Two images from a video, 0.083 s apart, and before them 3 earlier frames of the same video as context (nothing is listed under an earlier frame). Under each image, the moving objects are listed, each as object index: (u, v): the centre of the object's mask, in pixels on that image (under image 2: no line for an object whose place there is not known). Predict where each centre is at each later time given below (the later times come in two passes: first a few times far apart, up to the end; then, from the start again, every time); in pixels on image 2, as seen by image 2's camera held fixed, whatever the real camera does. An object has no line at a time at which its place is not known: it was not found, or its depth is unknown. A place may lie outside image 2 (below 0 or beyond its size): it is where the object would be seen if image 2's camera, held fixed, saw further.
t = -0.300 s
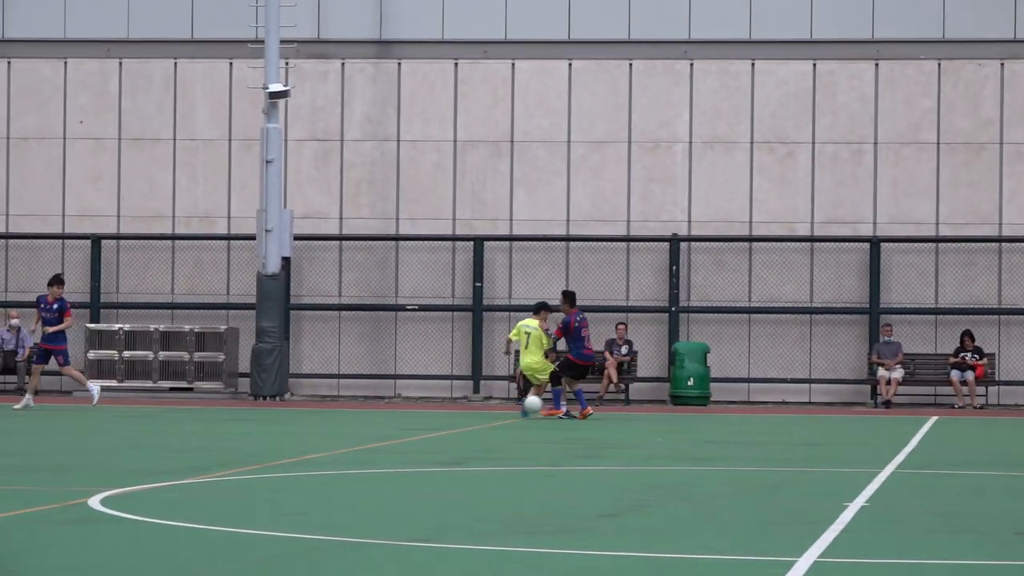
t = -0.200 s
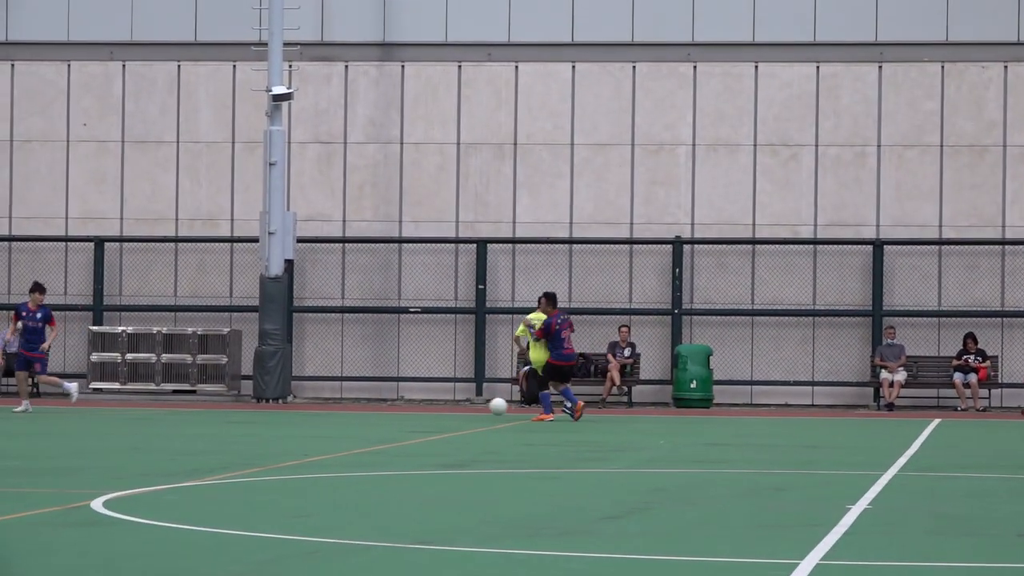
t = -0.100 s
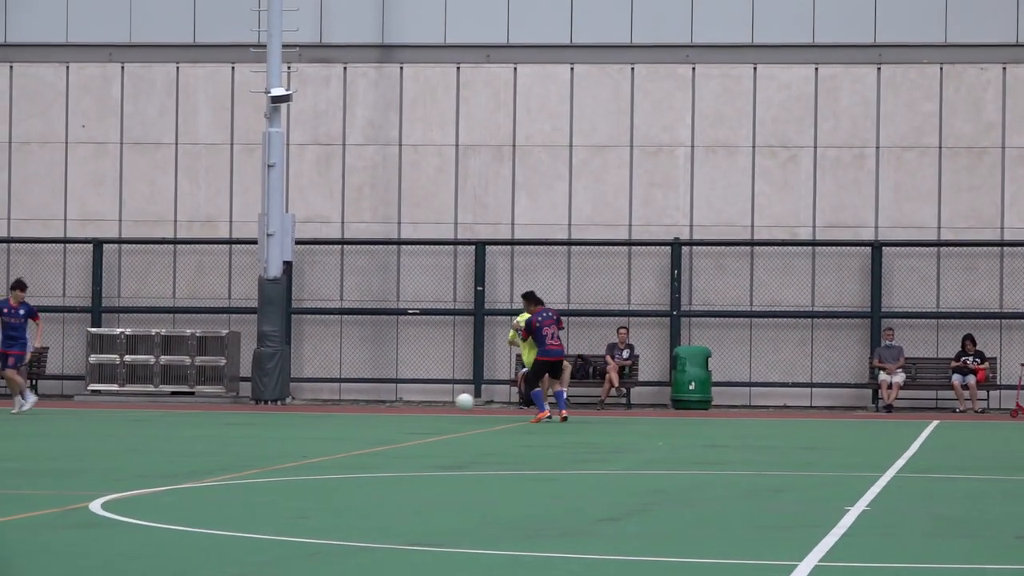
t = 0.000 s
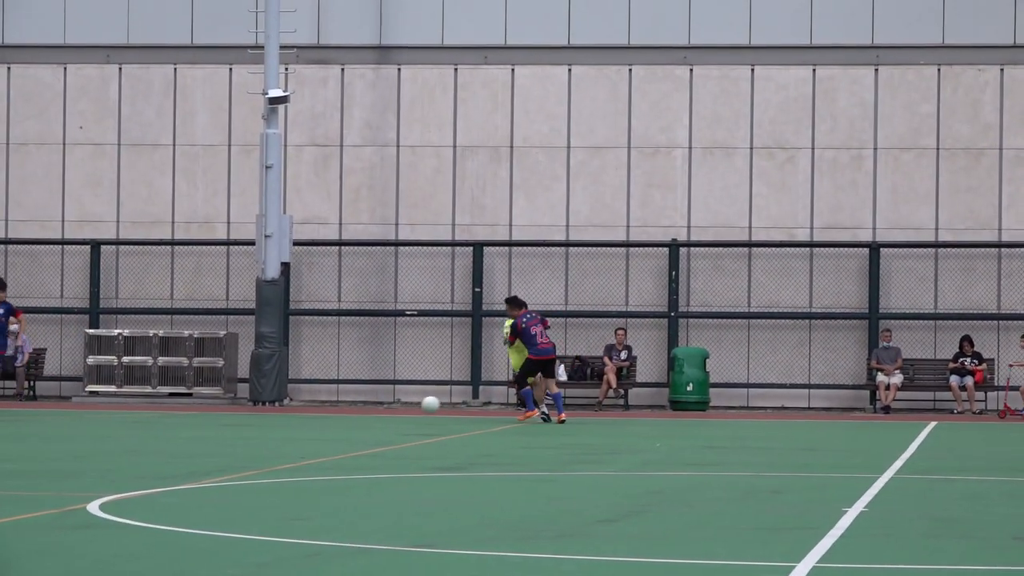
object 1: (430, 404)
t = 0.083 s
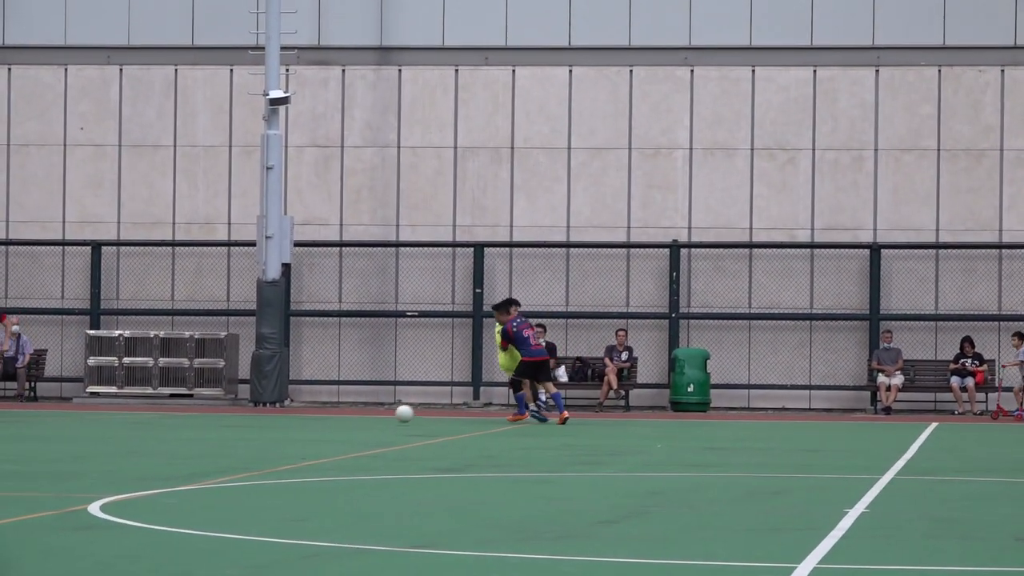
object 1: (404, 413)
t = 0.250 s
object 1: (357, 406)
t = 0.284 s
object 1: (347, 406)
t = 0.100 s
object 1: (399, 416)
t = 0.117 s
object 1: (394, 416)
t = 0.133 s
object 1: (389, 414)
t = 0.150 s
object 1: (385, 412)
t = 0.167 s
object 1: (380, 411)
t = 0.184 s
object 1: (376, 409)
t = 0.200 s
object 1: (371, 408)
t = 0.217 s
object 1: (366, 407)
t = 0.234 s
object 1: (361, 406)
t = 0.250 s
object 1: (357, 406)
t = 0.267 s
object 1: (352, 406)
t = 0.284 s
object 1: (347, 406)
